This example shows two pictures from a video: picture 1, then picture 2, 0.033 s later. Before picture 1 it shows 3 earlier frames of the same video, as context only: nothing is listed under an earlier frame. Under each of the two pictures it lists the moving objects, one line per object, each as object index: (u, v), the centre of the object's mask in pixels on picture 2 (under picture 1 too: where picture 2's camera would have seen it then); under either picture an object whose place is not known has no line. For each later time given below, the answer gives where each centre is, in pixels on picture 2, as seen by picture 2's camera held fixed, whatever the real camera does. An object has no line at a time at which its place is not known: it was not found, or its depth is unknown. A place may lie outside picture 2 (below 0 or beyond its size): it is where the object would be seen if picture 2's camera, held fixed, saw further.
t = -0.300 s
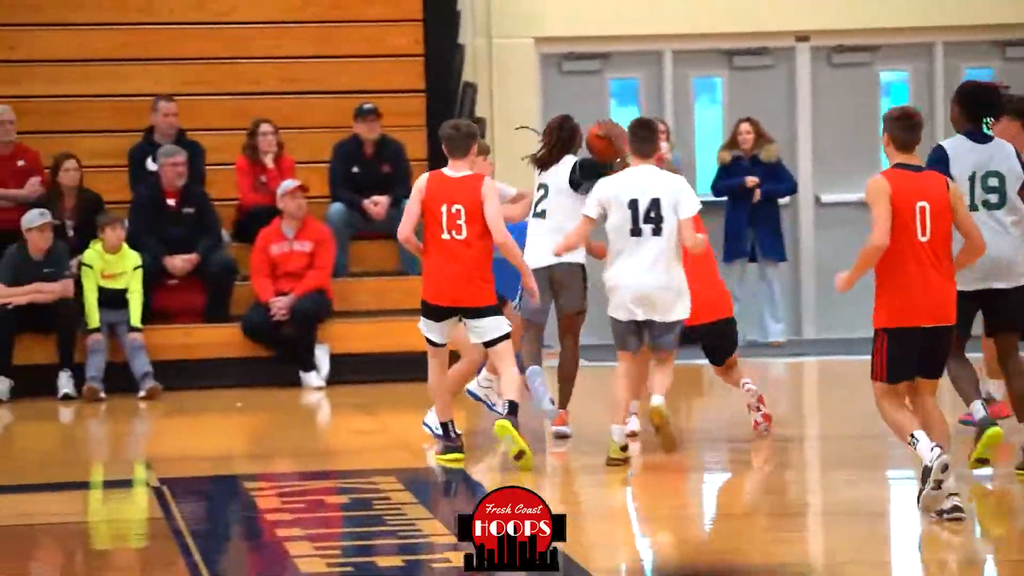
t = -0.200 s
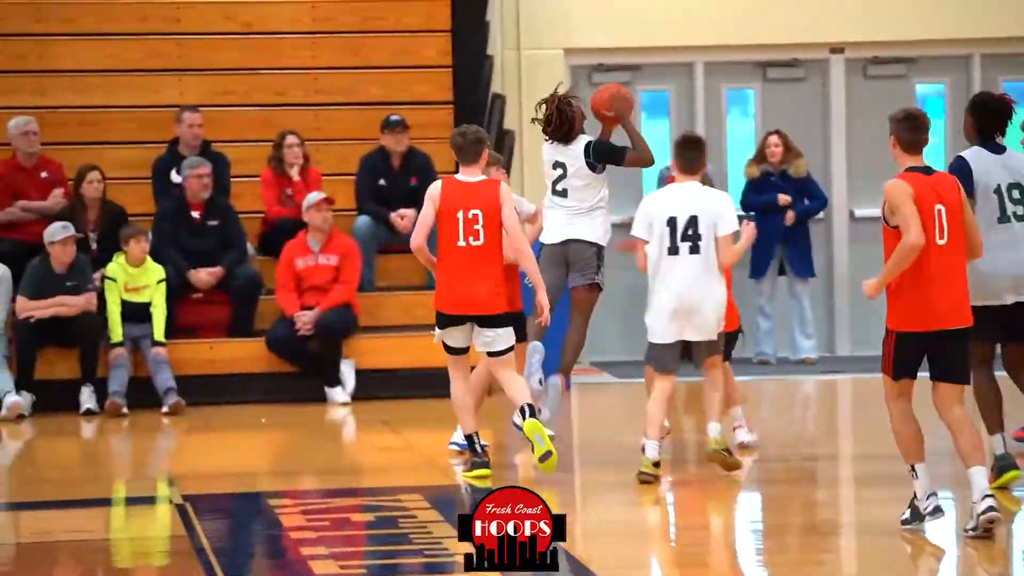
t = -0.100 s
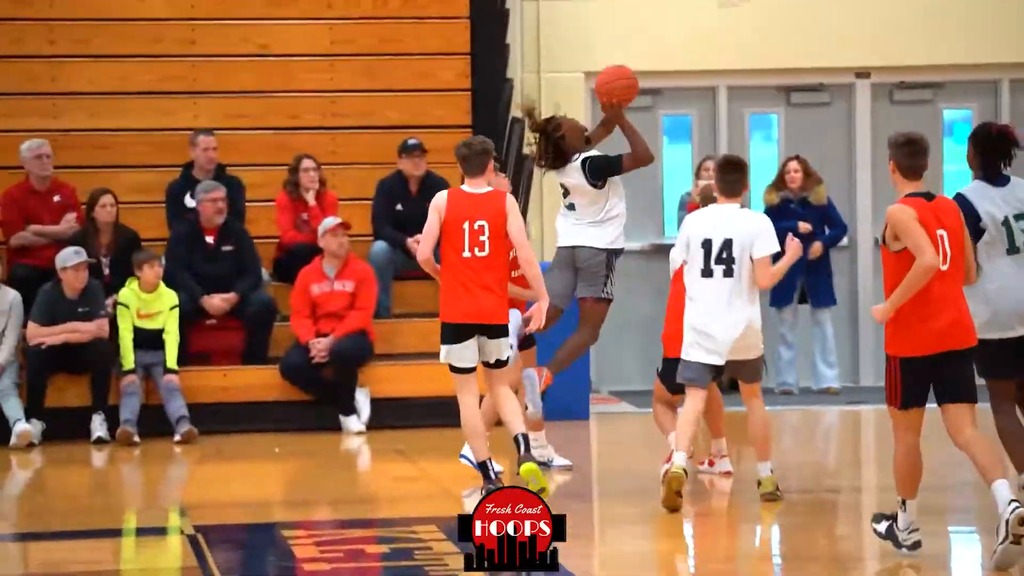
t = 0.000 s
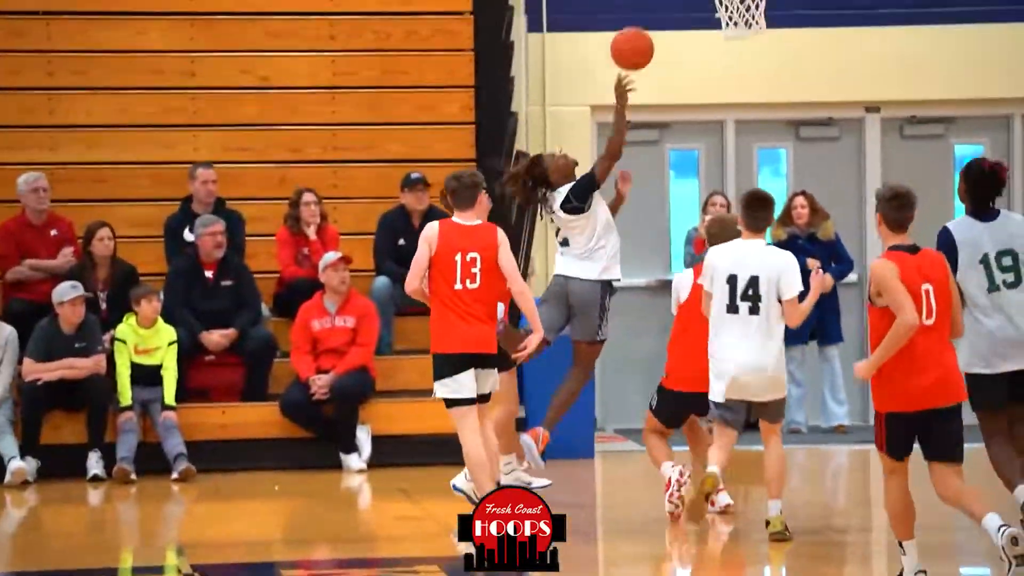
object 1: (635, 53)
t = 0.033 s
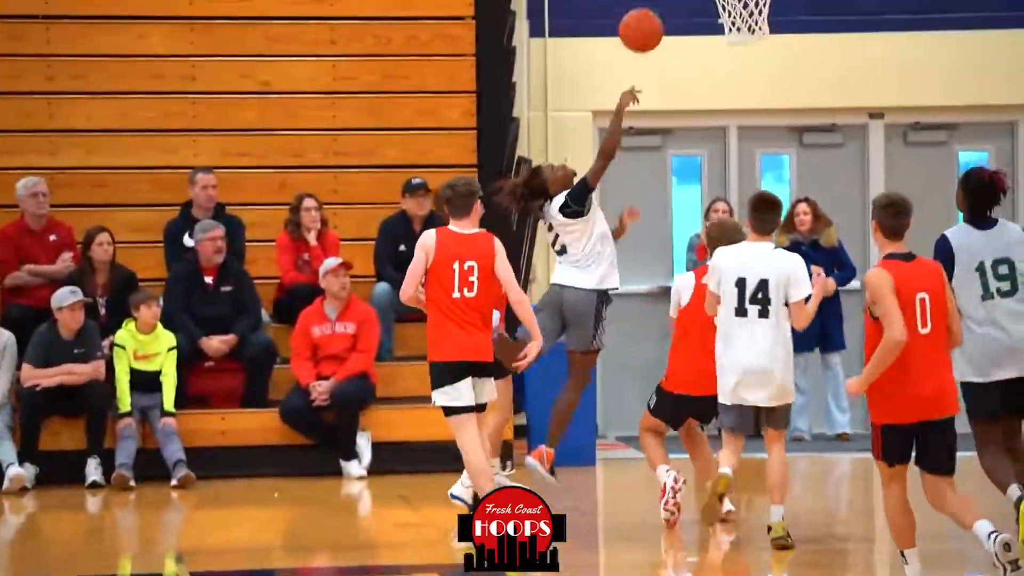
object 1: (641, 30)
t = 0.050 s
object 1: (644, 19)
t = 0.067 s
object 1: (647, 12)
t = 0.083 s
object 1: (650, 5)
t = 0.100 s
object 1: (653, 0)
